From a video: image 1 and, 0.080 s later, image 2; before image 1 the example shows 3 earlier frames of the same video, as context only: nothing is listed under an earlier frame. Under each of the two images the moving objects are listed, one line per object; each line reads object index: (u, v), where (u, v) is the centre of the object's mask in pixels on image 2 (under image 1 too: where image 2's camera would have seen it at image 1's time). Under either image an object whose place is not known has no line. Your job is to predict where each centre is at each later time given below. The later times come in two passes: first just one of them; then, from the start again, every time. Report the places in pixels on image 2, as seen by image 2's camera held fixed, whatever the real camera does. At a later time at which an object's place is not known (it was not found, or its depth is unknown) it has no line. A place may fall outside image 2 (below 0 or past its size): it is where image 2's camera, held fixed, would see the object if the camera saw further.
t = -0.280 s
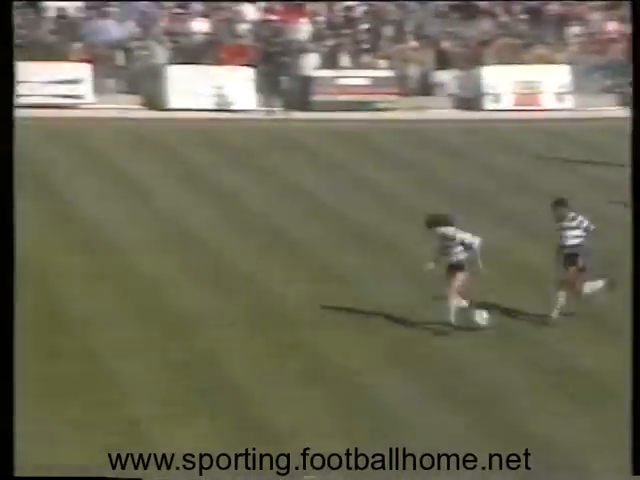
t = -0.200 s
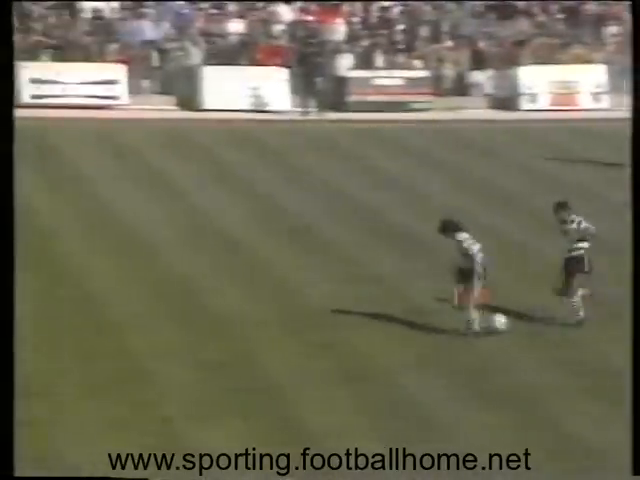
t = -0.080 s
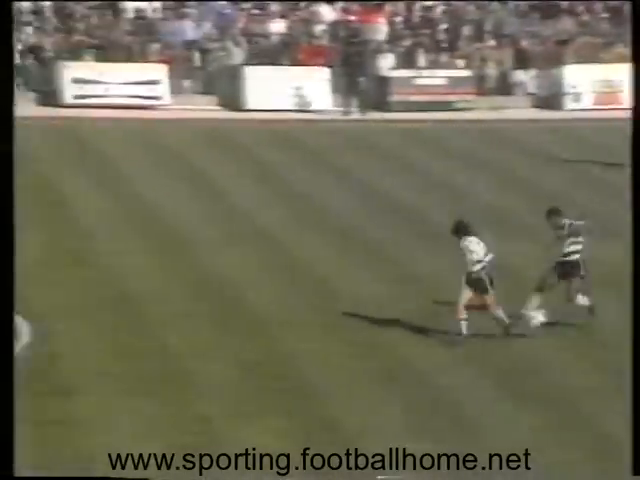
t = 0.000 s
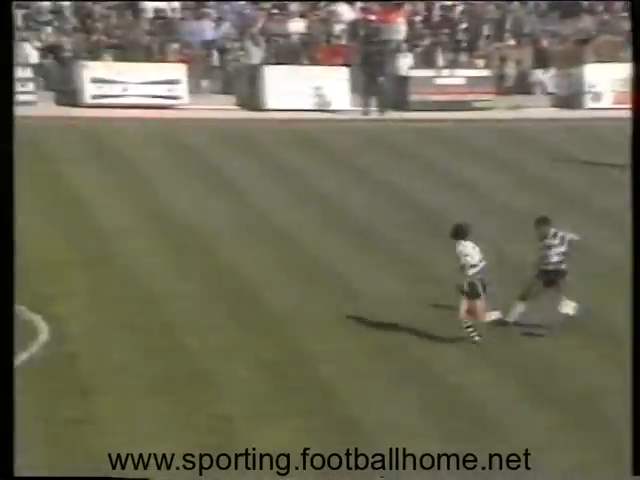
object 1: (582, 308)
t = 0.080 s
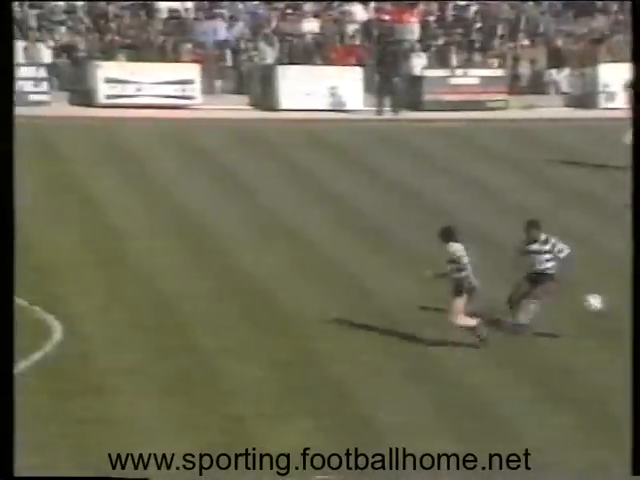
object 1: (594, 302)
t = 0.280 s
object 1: (623, 310)
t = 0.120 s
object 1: (600, 302)
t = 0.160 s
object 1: (605, 302)
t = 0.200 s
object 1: (611, 304)
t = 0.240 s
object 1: (617, 307)
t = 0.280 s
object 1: (623, 310)
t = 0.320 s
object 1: (629, 316)
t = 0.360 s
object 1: (635, 324)
